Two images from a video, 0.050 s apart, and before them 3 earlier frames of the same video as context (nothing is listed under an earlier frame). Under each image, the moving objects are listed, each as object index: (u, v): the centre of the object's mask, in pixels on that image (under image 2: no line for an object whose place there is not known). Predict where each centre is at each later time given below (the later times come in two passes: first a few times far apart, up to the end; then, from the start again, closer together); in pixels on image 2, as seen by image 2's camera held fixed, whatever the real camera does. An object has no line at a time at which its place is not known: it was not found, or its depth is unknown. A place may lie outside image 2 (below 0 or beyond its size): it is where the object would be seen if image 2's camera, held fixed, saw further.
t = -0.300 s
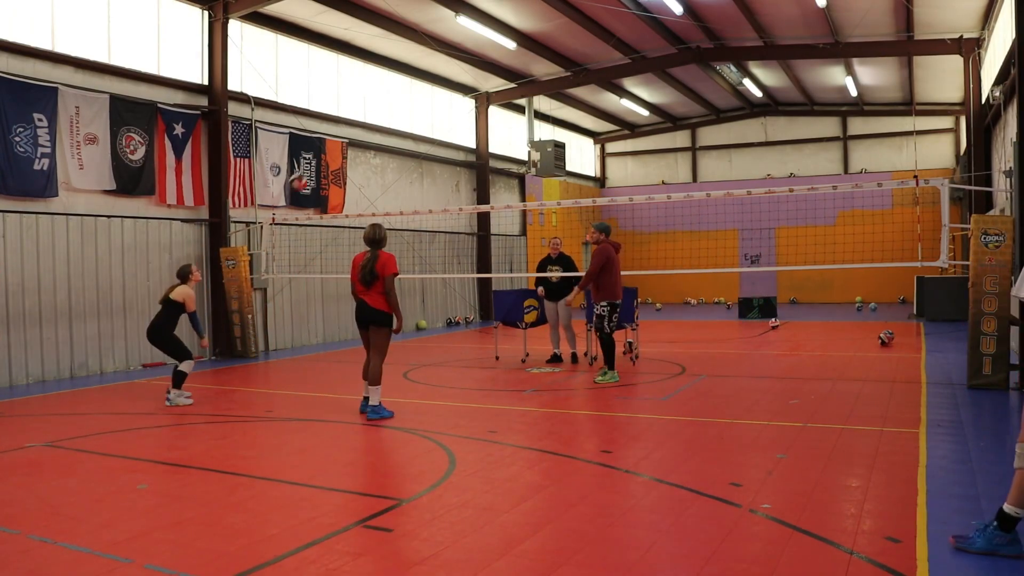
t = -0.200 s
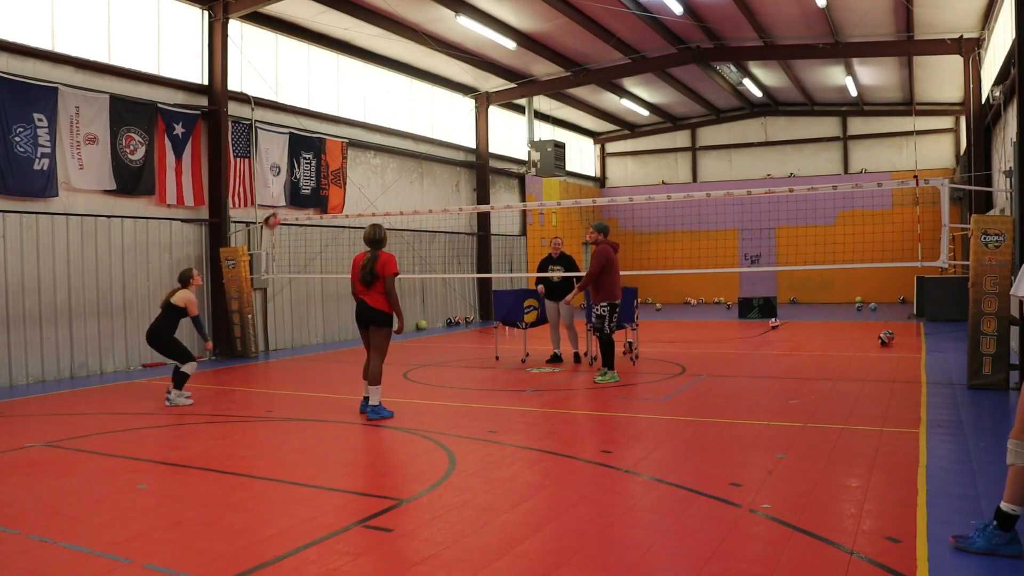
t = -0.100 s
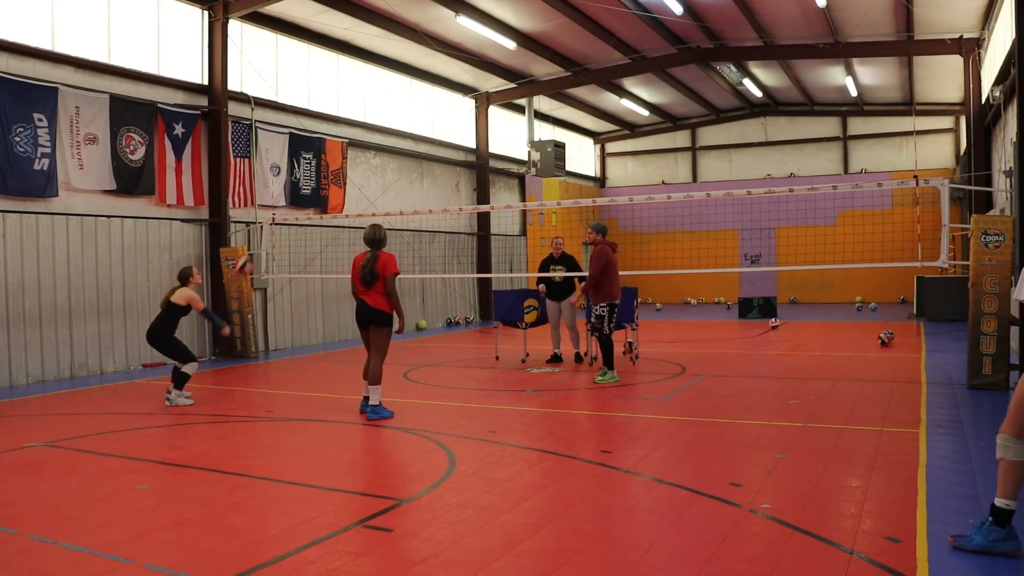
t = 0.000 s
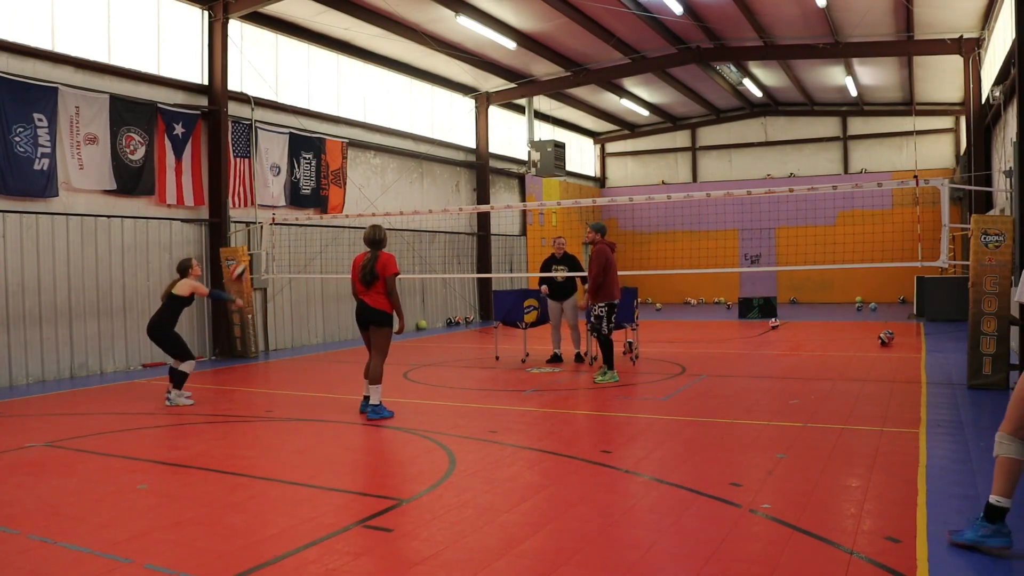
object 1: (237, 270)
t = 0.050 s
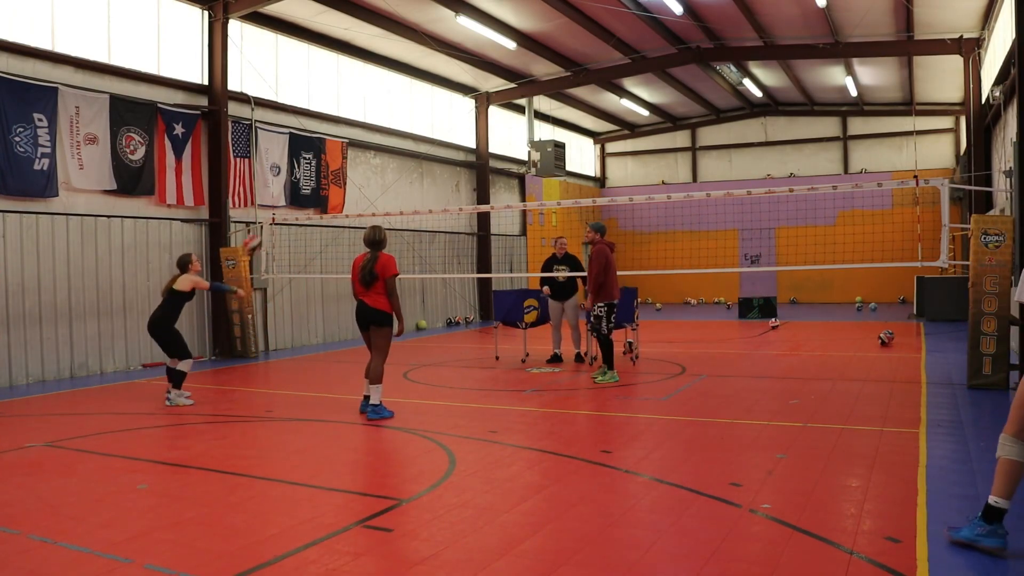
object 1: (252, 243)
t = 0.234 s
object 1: (302, 160)
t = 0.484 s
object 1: (371, 99)
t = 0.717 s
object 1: (432, 92)
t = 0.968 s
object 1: (497, 137)
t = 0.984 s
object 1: (501, 141)
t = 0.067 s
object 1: (256, 235)
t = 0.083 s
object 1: (261, 226)
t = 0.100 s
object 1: (266, 217)
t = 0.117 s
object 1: (270, 211)
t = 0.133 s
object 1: (276, 203)
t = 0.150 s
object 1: (280, 194)
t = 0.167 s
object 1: (285, 186)
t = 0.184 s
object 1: (290, 179)
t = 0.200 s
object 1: (293, 173)
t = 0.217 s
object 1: (298, 166)
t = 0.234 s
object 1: (302, 160)
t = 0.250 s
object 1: (308, 153)
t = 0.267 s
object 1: (312, 148)
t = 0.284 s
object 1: (316, 143)
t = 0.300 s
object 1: (321, 139)
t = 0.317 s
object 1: (325, 135)
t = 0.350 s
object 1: (336, 125)
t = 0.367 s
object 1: (340, 121)
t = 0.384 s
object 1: (344, 118)
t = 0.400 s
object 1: (348, 114)
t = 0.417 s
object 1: (353, 110)
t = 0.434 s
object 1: (357, 107)
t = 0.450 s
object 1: (362, 104)
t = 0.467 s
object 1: (366, 102)
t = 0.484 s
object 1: (371, 99)
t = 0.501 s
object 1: (375, 97)
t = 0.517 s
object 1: (380, 95)
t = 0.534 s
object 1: (385, 94)
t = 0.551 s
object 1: (389, 92)
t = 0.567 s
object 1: (393, 91)
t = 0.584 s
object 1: (398, 90)
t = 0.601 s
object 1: (402, 89)
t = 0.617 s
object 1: (406, 89)
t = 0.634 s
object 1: (411, 89)
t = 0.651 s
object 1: (415, 89)
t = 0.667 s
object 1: (419, 89)
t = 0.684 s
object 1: (424, 90)
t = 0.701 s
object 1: (428, 91)
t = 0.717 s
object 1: (432, 92)
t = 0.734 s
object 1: (437, 93)
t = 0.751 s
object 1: (442, 95)
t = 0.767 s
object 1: (446, 97)
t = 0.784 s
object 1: (450, 99)
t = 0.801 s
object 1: (454, 101)
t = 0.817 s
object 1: (459, 103)
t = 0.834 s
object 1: (463, 106)
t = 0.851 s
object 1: (467, 109)
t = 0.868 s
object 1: (471, 112)
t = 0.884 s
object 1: (476, 115)
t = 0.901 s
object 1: (480, 119)
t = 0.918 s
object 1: (484, 122)
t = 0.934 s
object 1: (489, 127)
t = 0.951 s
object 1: (493, 132)
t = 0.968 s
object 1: (497, 137)
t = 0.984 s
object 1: (501, 141)
